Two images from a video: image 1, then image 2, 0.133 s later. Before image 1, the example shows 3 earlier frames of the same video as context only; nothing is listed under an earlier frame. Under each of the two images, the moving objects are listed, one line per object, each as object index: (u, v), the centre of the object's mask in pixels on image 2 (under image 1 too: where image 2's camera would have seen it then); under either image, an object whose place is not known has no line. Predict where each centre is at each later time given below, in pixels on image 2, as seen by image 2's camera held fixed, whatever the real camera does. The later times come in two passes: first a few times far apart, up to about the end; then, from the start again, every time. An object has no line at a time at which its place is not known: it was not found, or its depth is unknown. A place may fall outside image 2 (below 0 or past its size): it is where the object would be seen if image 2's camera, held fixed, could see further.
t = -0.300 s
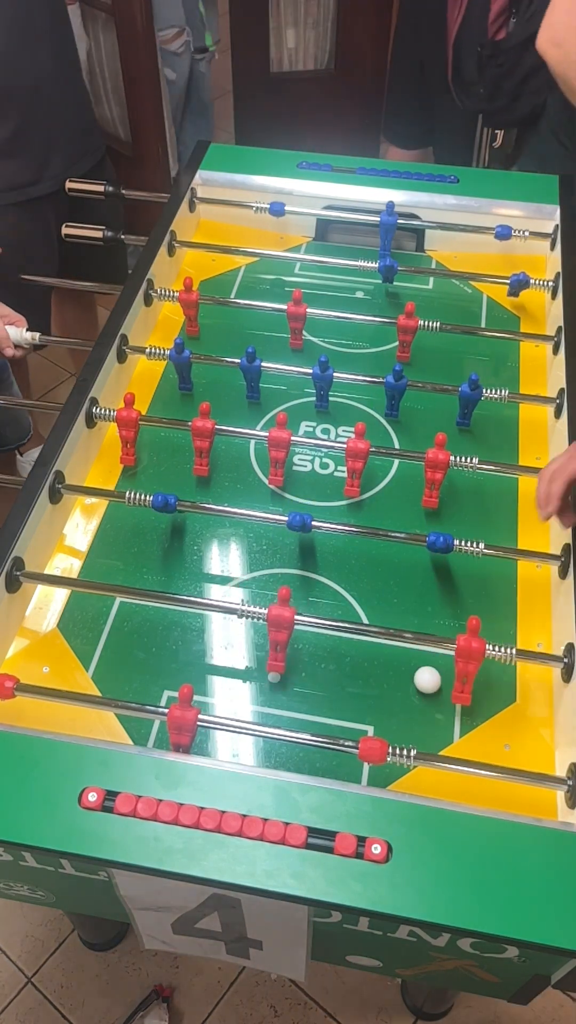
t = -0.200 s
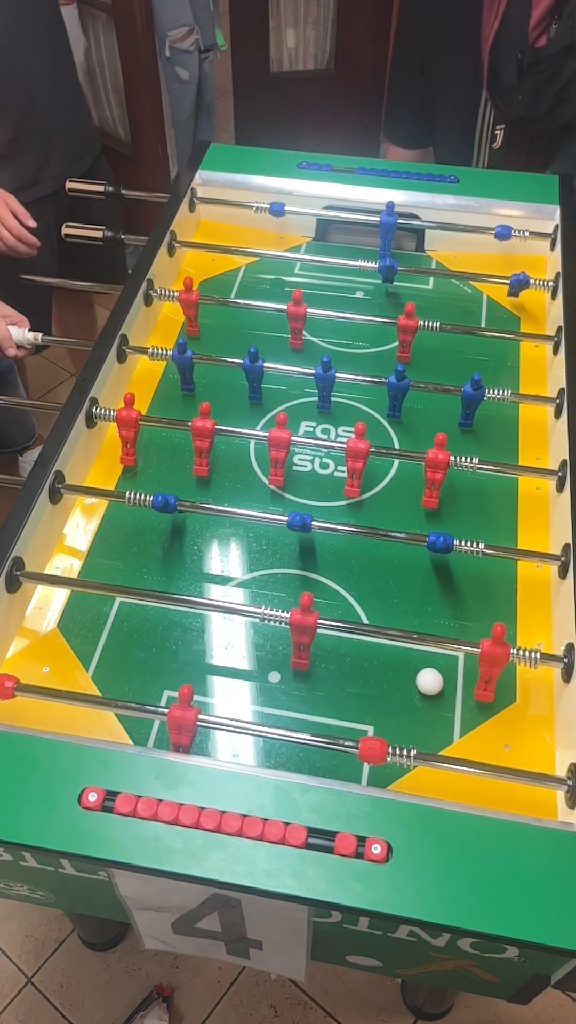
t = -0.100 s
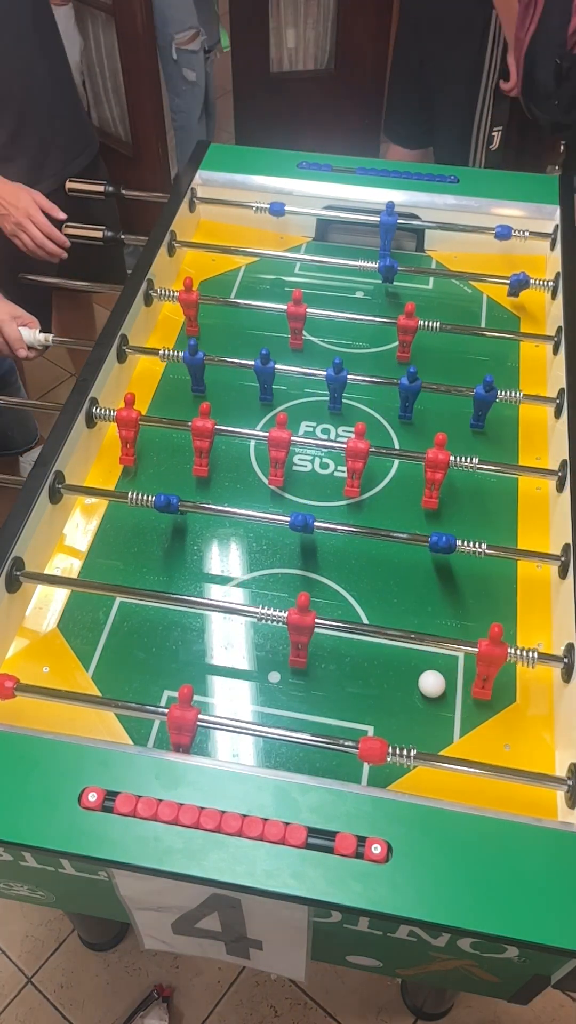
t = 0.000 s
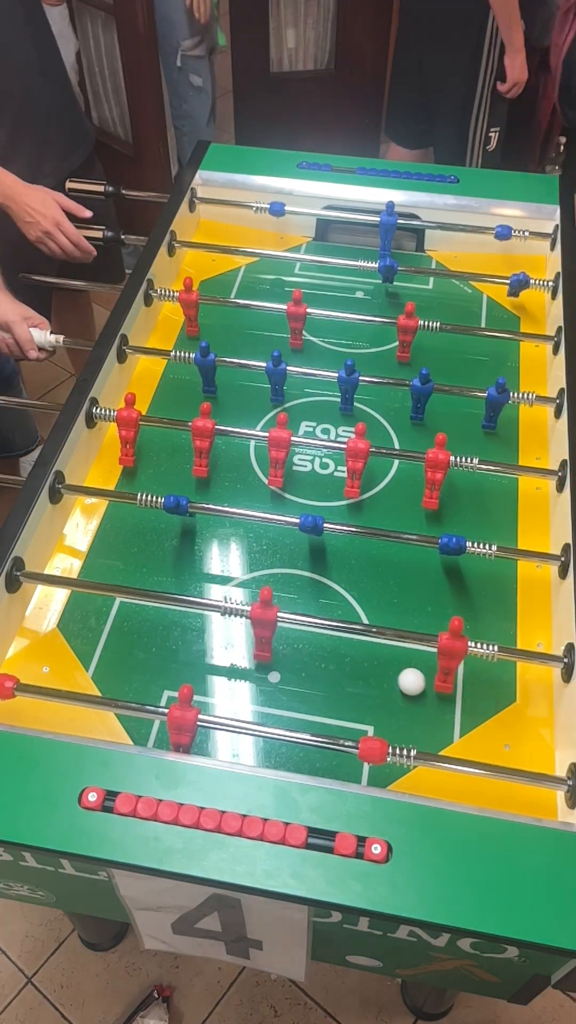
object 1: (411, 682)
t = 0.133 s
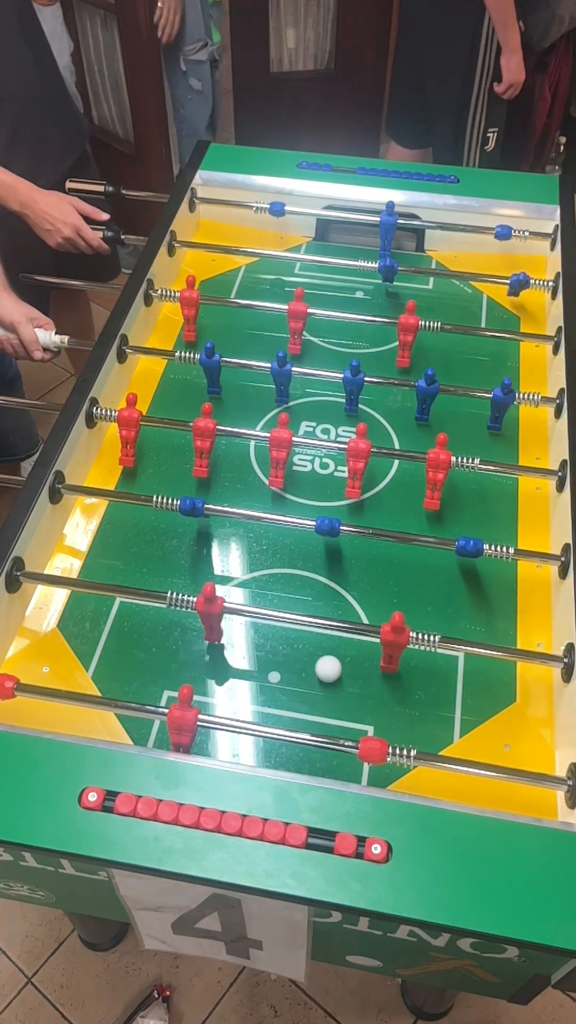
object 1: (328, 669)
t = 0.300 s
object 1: (236, 657)
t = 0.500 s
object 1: (130, 643)
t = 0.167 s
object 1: (309, 667)
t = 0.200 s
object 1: (291, 664)
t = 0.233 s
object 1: (273, 661)
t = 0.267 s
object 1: (255, 659)
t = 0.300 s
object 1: (236, 657)
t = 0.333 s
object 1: (218, 655)
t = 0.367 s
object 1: (200, 652)
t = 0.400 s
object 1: (183, 650)
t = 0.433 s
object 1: (165, 648)
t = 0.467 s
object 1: (148, 646)
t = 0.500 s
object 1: (130, 643)
